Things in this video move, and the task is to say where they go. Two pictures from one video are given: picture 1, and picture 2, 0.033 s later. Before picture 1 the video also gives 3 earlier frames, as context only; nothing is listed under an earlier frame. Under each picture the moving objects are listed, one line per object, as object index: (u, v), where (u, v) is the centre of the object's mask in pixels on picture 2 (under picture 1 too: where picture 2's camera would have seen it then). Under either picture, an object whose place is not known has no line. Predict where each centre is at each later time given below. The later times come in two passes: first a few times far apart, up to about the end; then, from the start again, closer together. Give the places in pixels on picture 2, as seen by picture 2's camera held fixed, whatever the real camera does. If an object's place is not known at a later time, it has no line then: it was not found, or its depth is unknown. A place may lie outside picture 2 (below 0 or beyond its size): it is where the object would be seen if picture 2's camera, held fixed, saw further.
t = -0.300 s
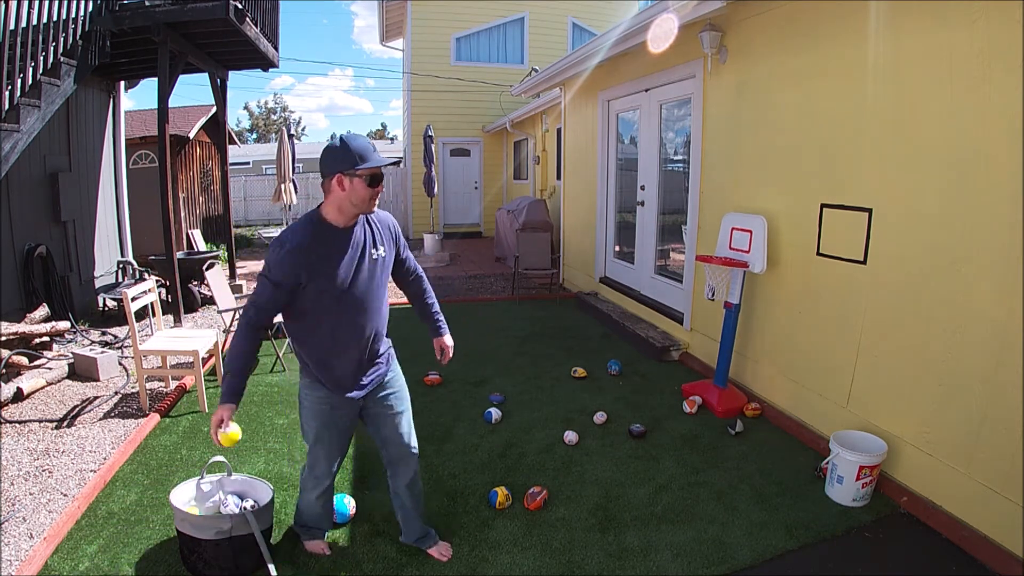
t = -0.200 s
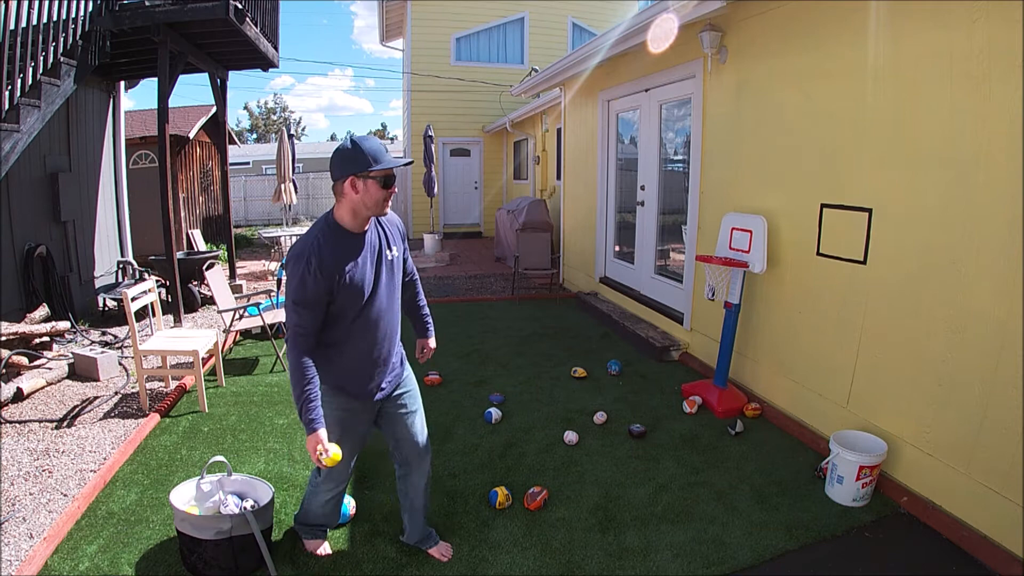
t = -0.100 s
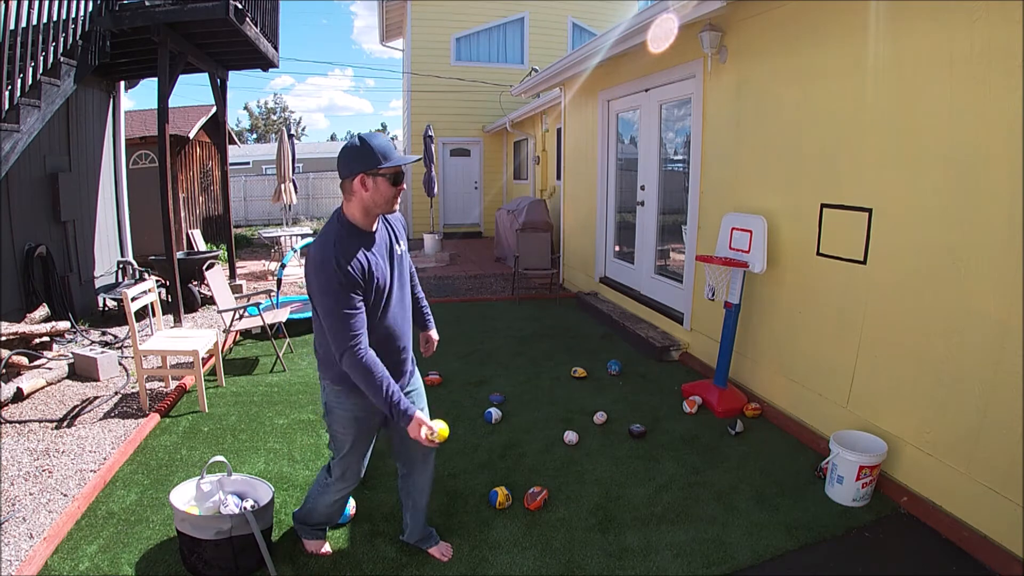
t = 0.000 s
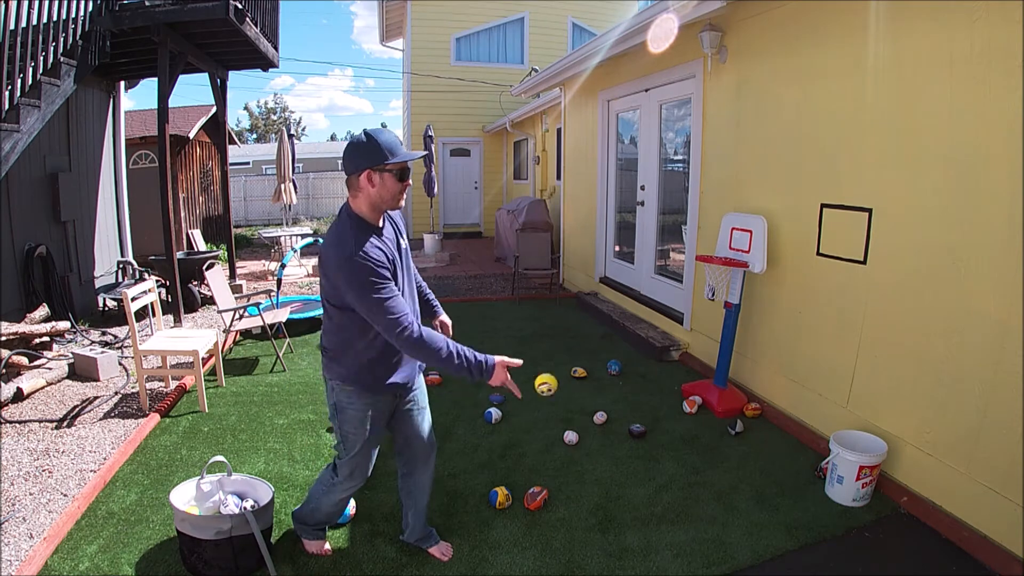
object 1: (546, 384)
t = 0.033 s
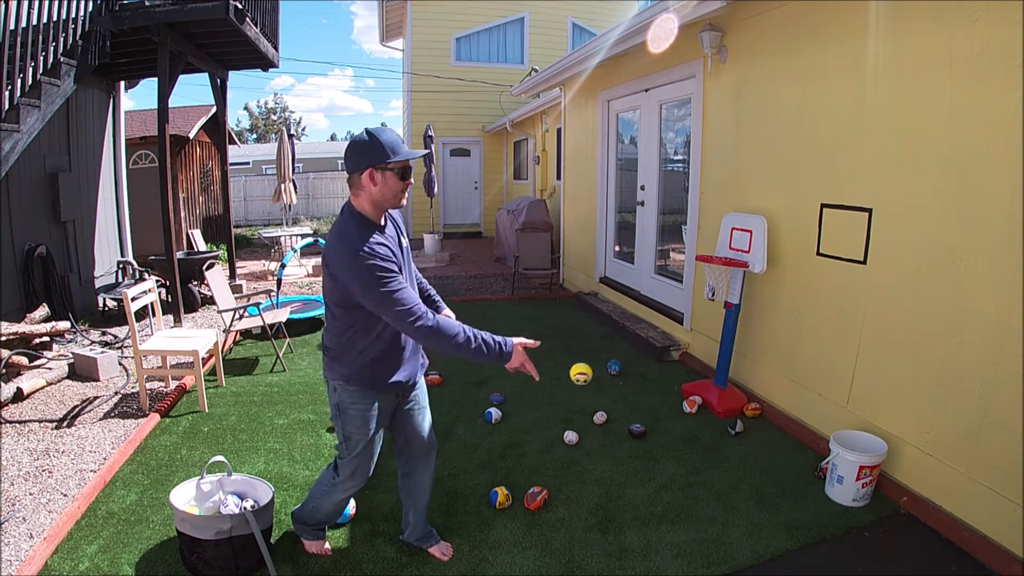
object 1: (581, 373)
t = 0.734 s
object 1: (942, 572)
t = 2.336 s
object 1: (770, 572)
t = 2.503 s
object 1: (749, 557)
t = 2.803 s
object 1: (736, 538)
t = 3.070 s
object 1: (736, 535)
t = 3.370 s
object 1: (736, 535)
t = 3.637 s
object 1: (736, 535)
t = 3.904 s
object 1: (737, 535)
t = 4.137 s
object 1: (737, 535)
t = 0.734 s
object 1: (942, 572)
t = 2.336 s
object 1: (770, 572)
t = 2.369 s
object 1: (765, 570)
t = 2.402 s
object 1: (760, 568)
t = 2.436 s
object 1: (755, 564)
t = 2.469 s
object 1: (751, 560)
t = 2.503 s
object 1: (749, 557)
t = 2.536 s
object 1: (746, 554)
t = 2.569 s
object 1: (743, 552)
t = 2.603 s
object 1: (741, 550)
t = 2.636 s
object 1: (740, 548)
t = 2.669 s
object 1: (739, 545)
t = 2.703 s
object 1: (738, 543)
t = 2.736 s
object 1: (737, 541)
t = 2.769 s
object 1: (737, 539)
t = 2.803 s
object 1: (736, 538)
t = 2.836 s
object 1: (736, 538)
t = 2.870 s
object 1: (736, 537)
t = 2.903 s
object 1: (736, 536)
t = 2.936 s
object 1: (736, 535)
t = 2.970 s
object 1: (736, 535)
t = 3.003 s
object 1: (736, 535)
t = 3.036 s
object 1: (736, 535)
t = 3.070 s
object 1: (736, 535)
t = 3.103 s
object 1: (736, 535)
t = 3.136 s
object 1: (736, 535)
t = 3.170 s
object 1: (736, 535)
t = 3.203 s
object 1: (736, 535)
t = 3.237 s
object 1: (736, 535)
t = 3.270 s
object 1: (736, 535)
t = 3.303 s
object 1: (736, 535)
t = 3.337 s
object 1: (736, 535)
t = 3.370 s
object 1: (736, 535)
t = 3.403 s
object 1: (736, 535)
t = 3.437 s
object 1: (736, 535)
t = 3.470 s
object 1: (736, 535)
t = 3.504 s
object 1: (736, 535)
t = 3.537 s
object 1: (736, 535)
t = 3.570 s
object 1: (736, 535)
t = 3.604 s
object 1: (736, 535)
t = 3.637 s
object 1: (736, 535)
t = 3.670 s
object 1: (736, 535)
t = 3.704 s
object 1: (736, 535)
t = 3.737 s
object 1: (736, 535)
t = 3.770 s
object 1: (736, 535)
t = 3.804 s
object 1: (736, 535)
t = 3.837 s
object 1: (737, 535)
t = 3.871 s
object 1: (737, 535)
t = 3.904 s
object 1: (737, 535)
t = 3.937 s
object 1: (737, 535)
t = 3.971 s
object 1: (737, 535)
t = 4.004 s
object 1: (737, 535)
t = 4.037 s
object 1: (737, 535)
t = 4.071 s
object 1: (737, 535)
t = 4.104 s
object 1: (737, 535)
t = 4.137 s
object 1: (737, 535)
